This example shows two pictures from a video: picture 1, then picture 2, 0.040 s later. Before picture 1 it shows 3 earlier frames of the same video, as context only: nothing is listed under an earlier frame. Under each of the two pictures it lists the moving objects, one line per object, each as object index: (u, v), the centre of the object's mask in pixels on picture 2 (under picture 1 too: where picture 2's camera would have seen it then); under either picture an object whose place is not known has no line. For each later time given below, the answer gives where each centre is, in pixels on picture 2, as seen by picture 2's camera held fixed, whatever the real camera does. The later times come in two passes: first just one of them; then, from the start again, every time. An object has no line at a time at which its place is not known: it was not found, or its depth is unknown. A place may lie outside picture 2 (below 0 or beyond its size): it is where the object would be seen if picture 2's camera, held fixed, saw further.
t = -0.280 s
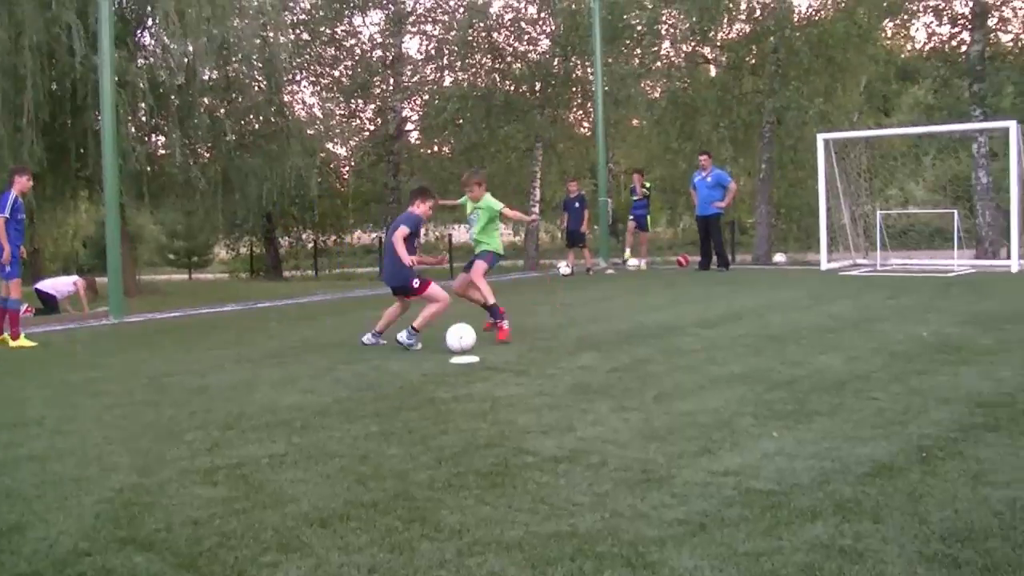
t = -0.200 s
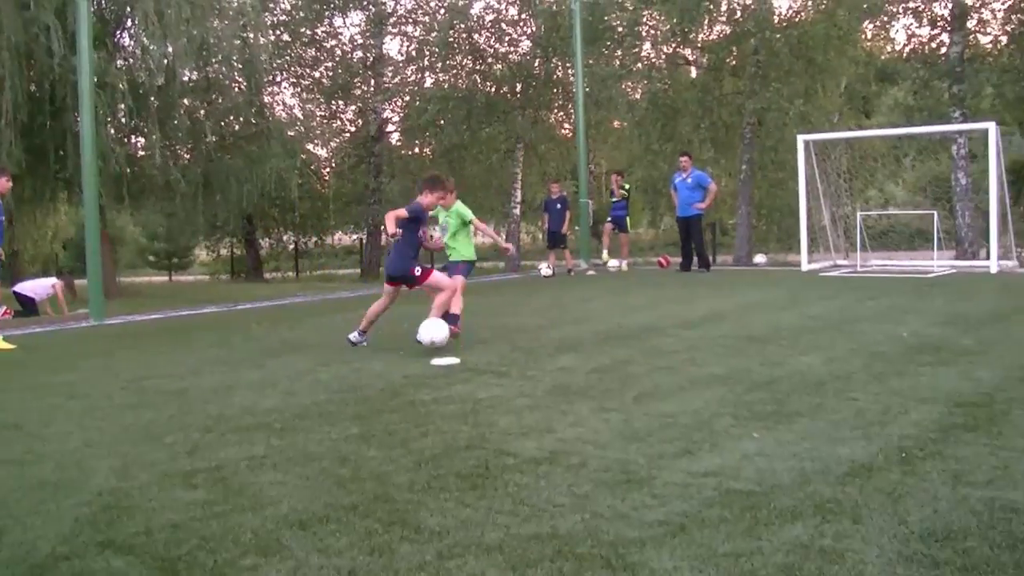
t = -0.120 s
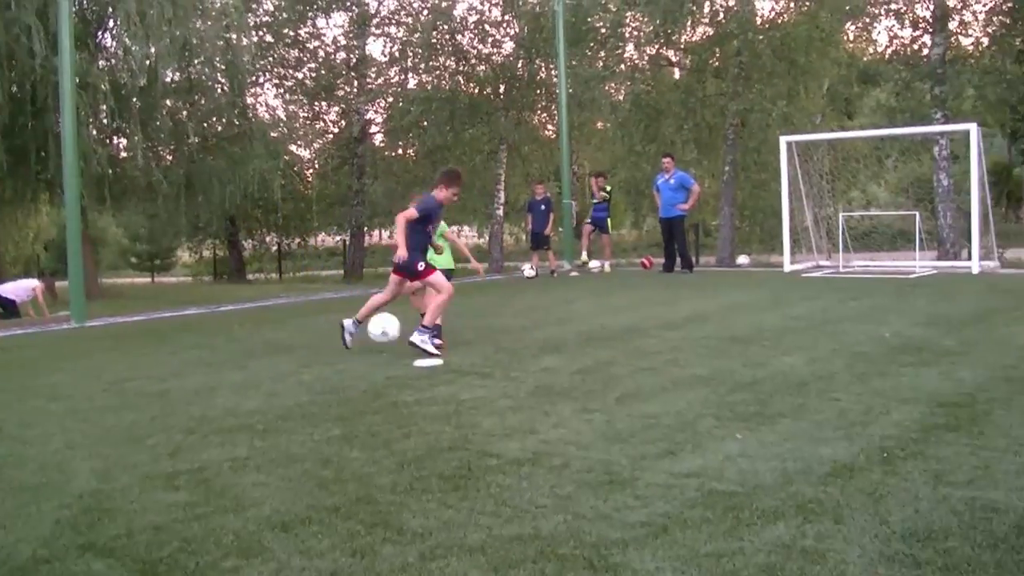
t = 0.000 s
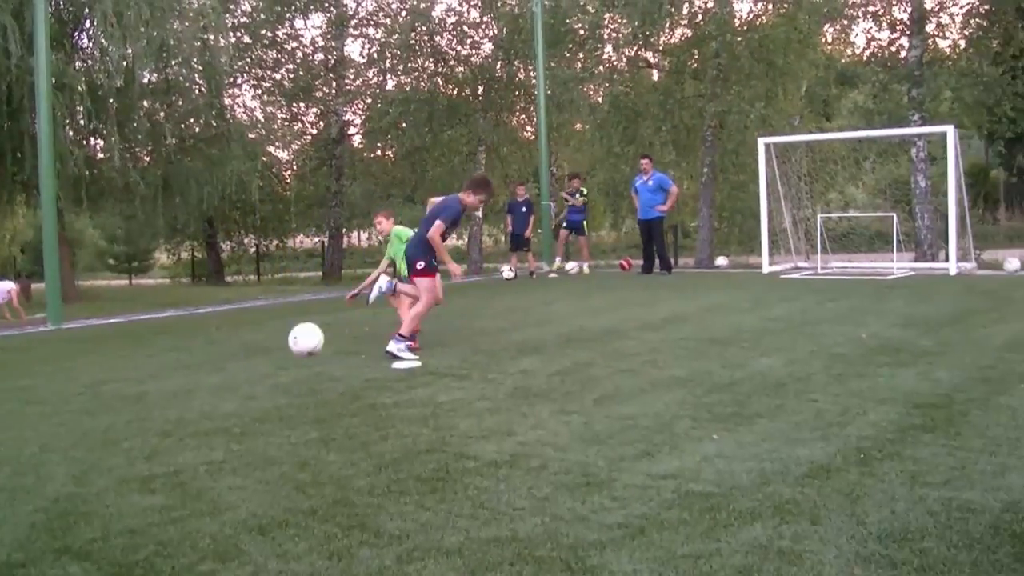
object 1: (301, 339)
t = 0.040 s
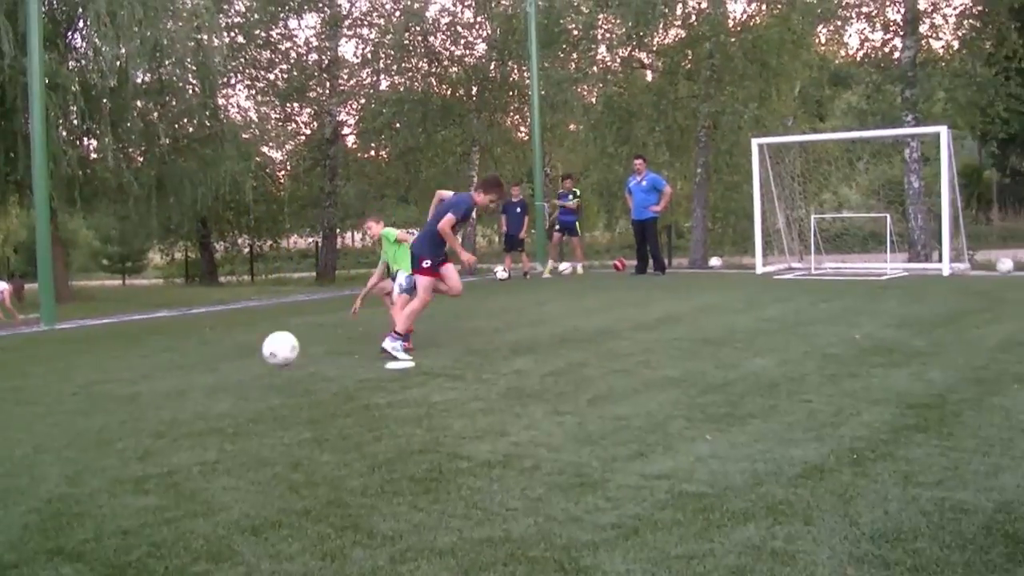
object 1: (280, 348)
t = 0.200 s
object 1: (199, 383)
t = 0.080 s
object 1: (259, 360)
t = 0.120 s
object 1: (237, 376)
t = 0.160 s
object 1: (216, 386)
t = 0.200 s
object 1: (199, 383)
